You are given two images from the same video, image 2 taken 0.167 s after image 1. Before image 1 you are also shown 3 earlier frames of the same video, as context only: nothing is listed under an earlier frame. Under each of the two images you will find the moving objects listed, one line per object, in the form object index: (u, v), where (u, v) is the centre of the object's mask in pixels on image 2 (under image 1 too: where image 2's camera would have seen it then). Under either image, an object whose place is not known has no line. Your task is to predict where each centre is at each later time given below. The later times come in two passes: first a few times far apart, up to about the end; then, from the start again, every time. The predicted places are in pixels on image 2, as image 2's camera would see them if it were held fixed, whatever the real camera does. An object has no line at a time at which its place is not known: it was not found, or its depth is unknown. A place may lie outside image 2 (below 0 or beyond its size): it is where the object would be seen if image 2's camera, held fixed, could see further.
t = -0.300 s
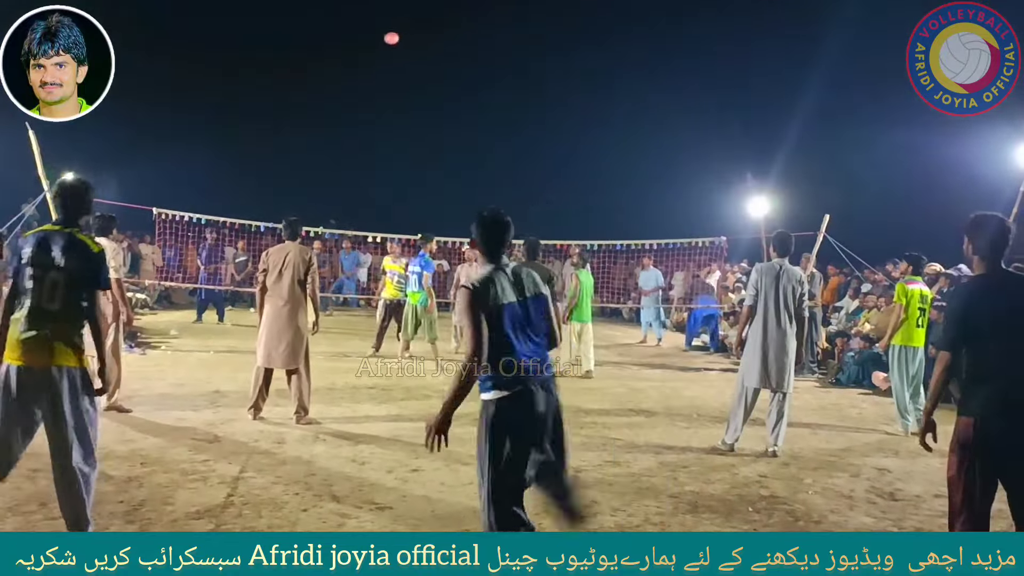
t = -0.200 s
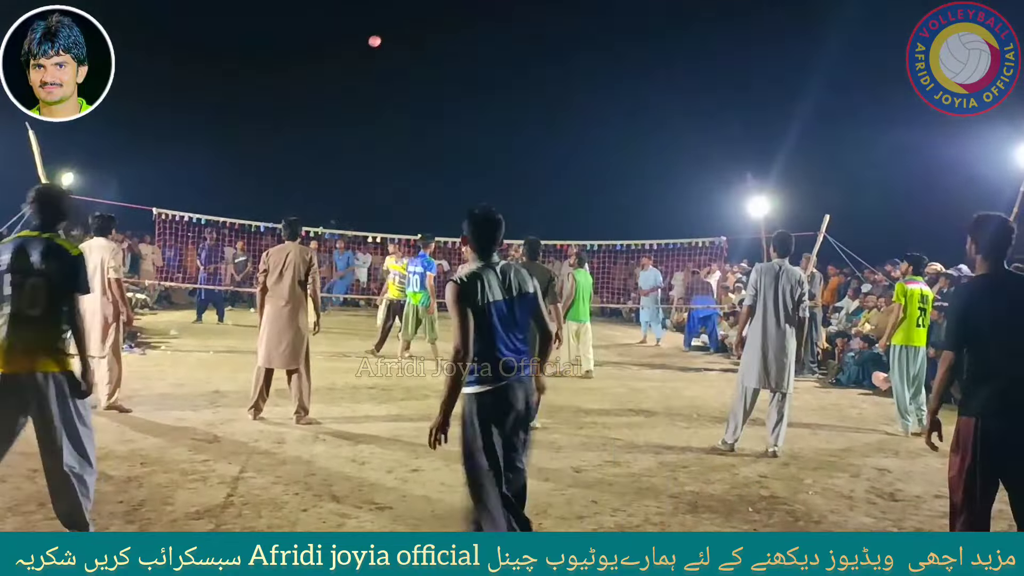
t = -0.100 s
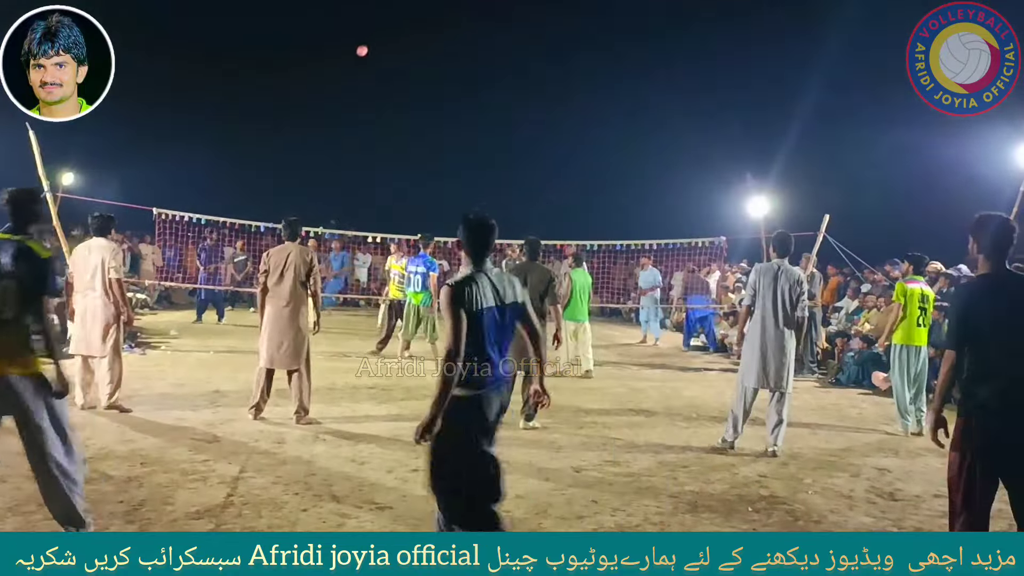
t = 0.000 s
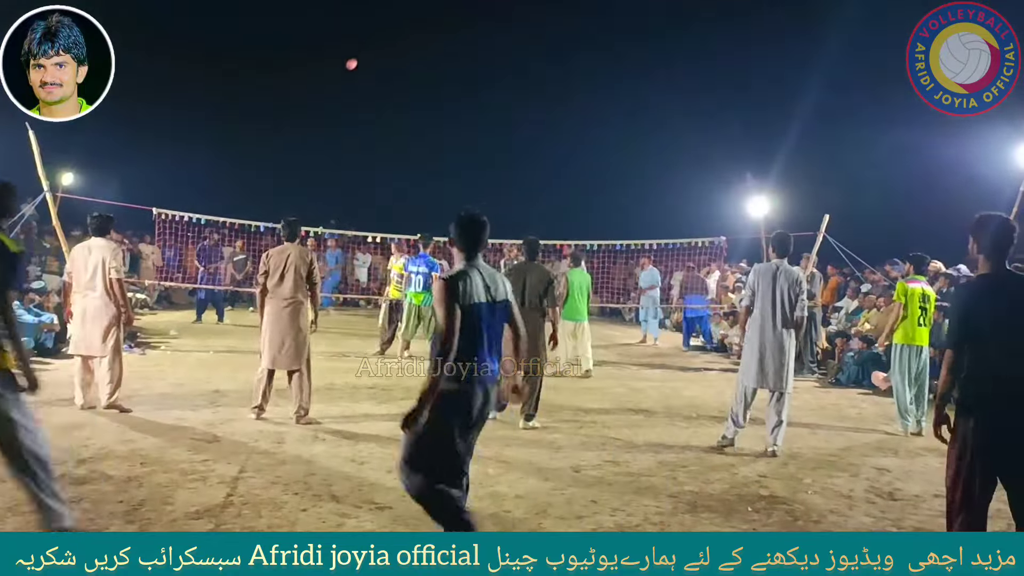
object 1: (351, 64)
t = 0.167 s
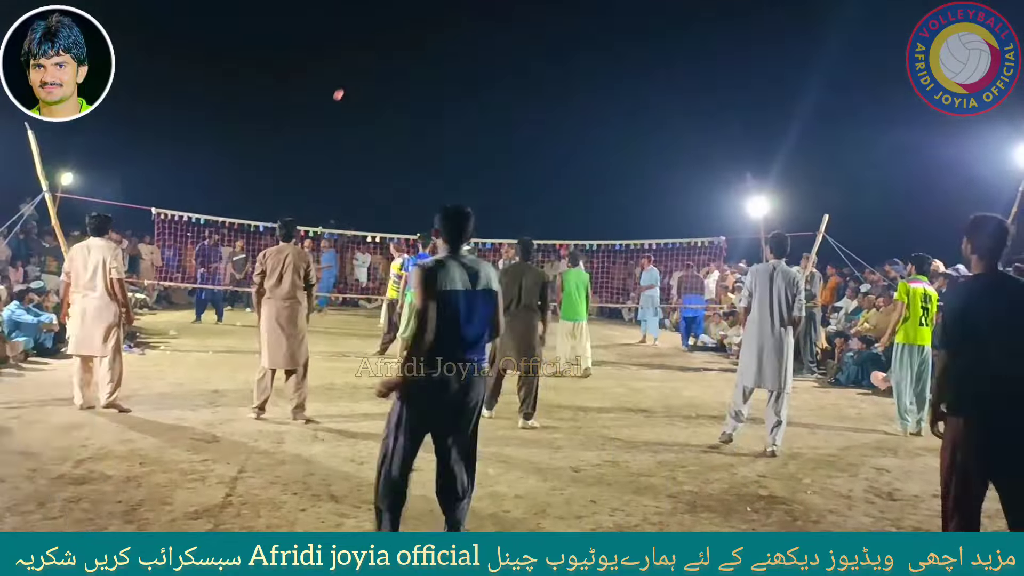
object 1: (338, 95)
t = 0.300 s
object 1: (331, 124)
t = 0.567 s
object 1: (322, 190)
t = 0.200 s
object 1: (336, 102)
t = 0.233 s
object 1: (334, 109)
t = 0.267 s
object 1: (332, 116)
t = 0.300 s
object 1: (331, 124)
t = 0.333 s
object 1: (329, 132)
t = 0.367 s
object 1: (328, 140)
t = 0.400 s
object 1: (327, 148)
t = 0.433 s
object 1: (325, 156)
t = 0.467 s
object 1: (324, 164)
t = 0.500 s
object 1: (323, 173)
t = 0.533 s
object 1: (323, 182)
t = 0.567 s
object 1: (322, 190)
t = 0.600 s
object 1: (321, 200)
